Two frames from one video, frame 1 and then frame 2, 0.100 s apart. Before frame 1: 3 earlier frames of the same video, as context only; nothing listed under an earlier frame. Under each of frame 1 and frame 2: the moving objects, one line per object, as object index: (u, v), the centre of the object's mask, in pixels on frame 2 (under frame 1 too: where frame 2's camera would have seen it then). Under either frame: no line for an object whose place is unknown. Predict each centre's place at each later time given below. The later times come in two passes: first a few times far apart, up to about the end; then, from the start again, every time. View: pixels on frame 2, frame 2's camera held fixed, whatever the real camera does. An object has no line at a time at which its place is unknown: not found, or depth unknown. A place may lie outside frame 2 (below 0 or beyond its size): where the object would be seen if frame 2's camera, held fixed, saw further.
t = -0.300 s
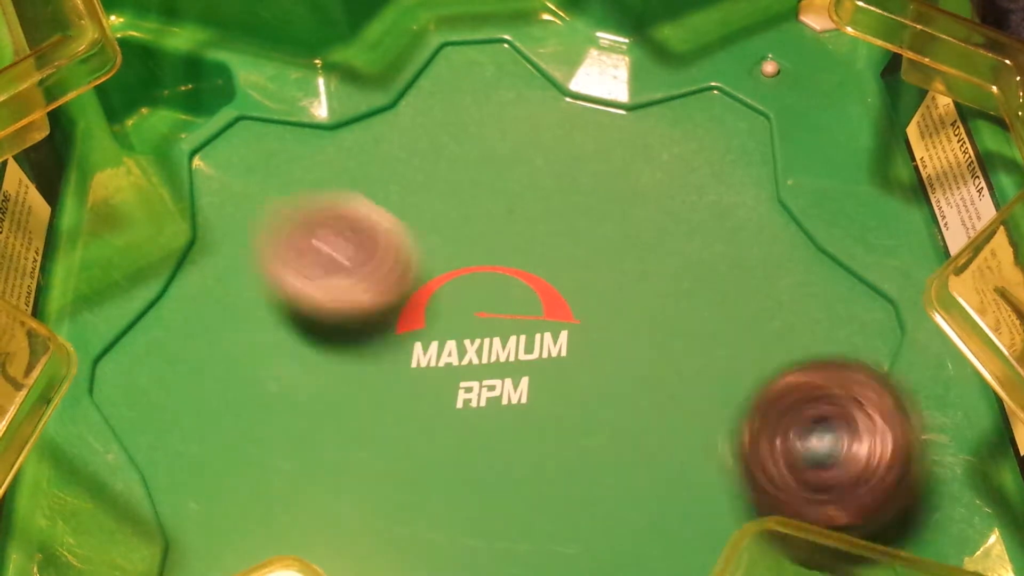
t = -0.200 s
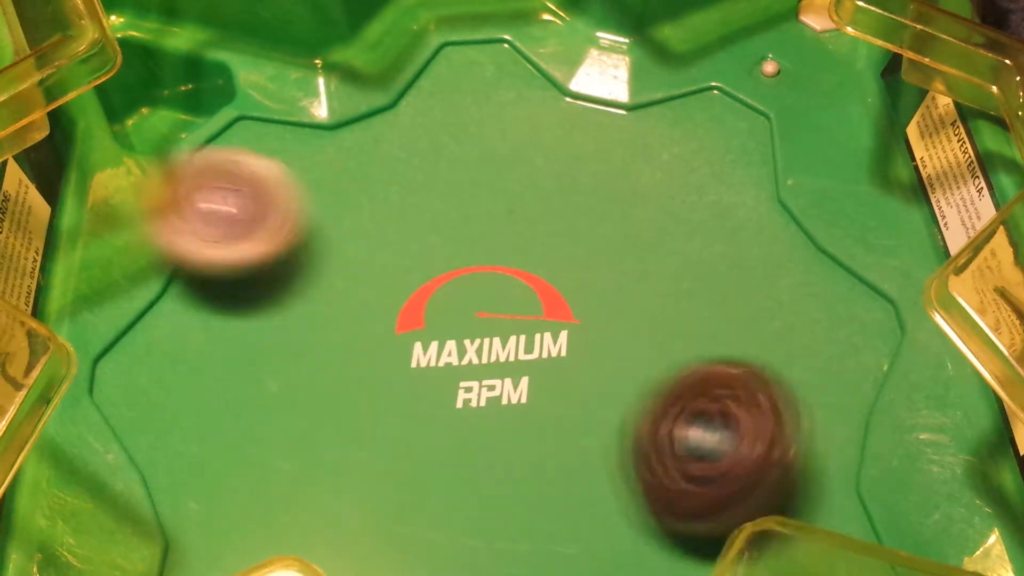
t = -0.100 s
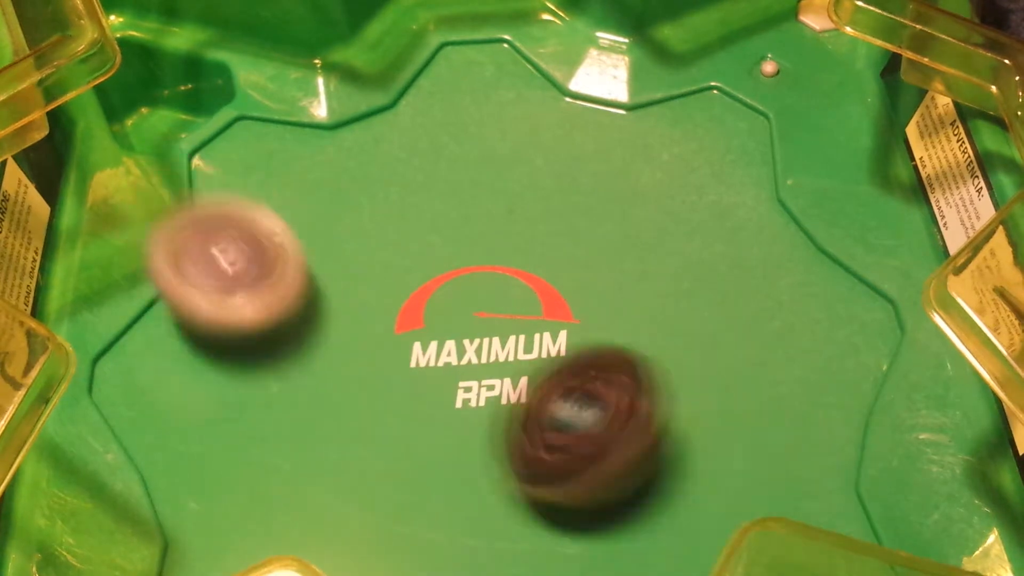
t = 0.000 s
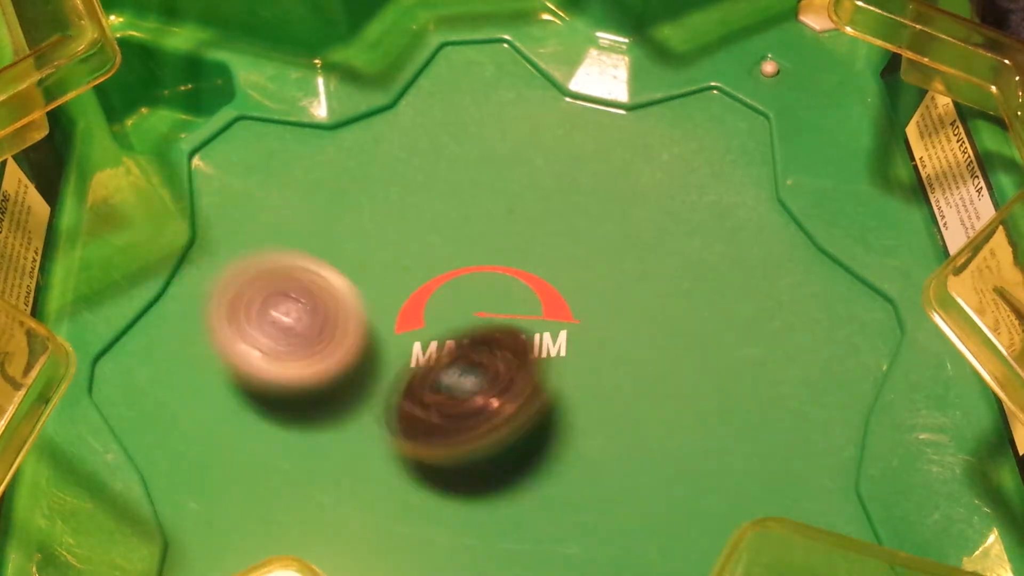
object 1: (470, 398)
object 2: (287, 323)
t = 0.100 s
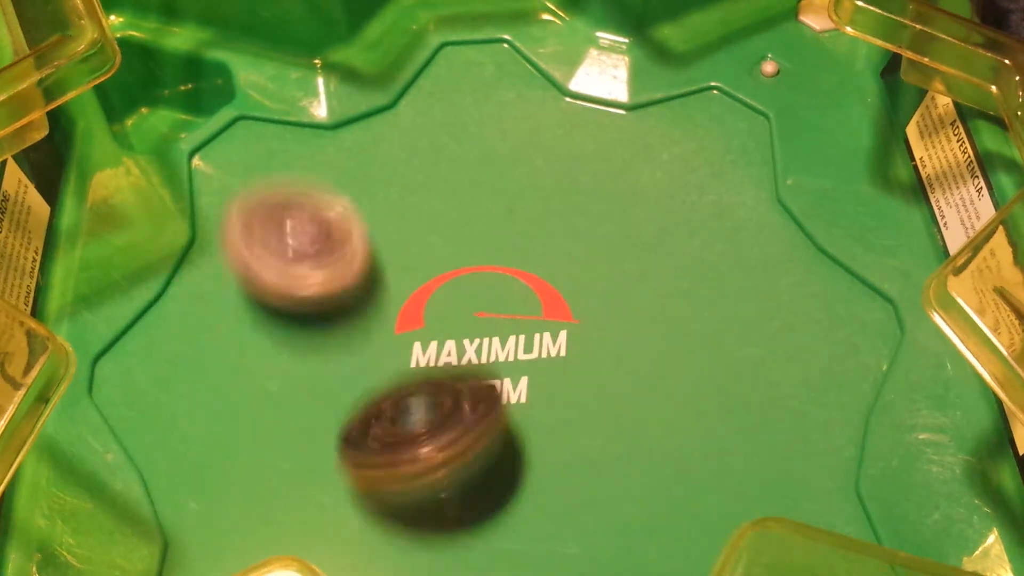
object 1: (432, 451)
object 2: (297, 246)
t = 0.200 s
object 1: (416, 502)
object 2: (283, 145)
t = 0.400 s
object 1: (387, 487)
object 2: (276, 122)
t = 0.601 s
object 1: (393, 391)
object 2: (411, 211)
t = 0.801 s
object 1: (411, 293)
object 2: (610, 221)
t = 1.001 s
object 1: (474, 222)
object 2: (756, 158)
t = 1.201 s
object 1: (565, 211)
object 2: (726, 149)
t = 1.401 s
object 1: (532, 295)
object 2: (806, 228)
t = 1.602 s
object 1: (539, 400)
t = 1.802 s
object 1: (504, 490)
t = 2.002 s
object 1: (399, 500)
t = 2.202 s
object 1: (354, 438)
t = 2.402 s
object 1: (379, 349)
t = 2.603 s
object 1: (445, 278)
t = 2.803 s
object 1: (539, 267)
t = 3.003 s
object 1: (617, 314)
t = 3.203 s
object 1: (636, 395)
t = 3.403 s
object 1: (578, 463)
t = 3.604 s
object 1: (479, 464)
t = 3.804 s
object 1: (417, 398)
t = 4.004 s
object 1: (430, 312)
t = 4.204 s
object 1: (496, 268)
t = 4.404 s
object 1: (577, 287)
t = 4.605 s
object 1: (619, 351)
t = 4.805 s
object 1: (608, 317)
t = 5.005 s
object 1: (526, 300)
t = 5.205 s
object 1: (467, 285)
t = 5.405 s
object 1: (459, 253)
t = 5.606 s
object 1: (514, 221)
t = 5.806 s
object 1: (589, 250)
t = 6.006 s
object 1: (604, 318)
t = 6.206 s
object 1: (560, 372)
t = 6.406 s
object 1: (490, 375)
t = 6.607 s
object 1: (446, 318)
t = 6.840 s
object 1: (478, 267)
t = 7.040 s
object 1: (538, 275)
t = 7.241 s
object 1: (571, 331)
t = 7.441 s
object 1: (546, 387)
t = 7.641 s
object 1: (485, 396)
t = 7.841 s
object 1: (447, 354)
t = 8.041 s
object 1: (471, 303)
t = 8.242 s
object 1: (535, 316)
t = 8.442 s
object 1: (566, 361)
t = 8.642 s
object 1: (542, 407)
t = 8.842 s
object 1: (485, 405)
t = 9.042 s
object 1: (461, 359)
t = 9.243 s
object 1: (494, 320)
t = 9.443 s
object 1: (541, 328)
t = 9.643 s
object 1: (561, 374)
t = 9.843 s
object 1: (527, 408)
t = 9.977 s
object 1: (511, 405)
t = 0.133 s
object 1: (427, 474)
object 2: (292, 205)
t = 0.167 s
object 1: (423, 493)
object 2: (288, 172)
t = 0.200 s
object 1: (416, 502)
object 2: (283, 145)
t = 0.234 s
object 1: (409, 506)
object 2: (277, 116)
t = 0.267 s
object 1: (402, 507)
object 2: (272, 96)
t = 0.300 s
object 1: (396, 506)
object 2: (268, 87)
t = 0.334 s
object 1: (391, 503)
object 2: (265, 95)
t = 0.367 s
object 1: (388, 497)
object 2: (268, 107)
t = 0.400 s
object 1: (387, 487)
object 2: (276, 122)
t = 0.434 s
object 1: (387, 473)
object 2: (289, 138)
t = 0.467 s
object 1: (387, 458)
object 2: (306, 157)
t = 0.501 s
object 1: (388, 442)
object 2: (327, 171)
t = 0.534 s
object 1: (389, 425)
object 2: (352, 187)
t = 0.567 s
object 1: (390, 408)
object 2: (381, 199)
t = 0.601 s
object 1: (393, 391)
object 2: (411, 211)
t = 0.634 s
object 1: (396, 374)
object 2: (445, 219)
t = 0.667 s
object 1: (397, 356)
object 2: (478, 225)
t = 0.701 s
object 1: (399, 339)
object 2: (512, 228)
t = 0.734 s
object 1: (402, 323)
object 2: (545, 228)
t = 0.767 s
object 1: (407, 308)
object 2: (578, 226)
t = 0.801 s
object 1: (411, 293)
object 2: (610, 221)
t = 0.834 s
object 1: (417, 275)
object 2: (639, 213)
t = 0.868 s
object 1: (427, 263)
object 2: (667, 204)
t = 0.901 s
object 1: (437, 252)
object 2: (693, 193)
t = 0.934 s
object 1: (448, 240)
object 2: (716, 182)
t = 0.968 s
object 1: (460, 230)
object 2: (737, 171)
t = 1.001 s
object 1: (474, 222)
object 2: (756, 158)
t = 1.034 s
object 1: (488, 215)
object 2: (773, 147)
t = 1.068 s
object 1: (503, 210)
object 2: (771, 140)
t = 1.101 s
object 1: (518, 208)
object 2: (757, 136)
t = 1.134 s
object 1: (533, 207)
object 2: (745, 136)
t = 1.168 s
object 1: (549, 208)
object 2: (734, 140)
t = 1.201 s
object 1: (565, 211)
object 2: (726, 149)
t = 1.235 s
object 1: (575, 215)
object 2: (723, 158)
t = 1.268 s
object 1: (565, 227)
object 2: (742, 167)
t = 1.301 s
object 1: (553, 242)
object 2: (757, 178)
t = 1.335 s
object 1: (544, 257)
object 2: (773, 192)
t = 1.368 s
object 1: (536, 273)
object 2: (789, 210)
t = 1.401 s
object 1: (532, 295)
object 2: (806, 228)
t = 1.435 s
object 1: (530, 312)
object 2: (821, 248)
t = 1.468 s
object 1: (530, 331)
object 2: (837, 269)
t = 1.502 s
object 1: (533, 348)
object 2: (849, 289)
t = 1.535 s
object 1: (535, 365)
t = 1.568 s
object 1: (538, 383)
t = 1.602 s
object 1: (539, 400)
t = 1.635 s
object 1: (538, 417)
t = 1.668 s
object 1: (535, 435)
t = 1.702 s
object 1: (530, 450)
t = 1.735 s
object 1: (524, 465)
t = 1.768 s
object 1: (515, 479)
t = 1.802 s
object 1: (504, 490)
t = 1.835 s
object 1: (491, 497)
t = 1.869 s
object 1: (473, 501)
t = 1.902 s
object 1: (451, 504)
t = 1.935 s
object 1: (430, 504)
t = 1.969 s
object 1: (414, 503)
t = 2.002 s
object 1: (399, 500)
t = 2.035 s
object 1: (387, 496)
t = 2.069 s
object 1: (377, 490)
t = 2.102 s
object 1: (368, 479)
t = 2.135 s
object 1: (361, 466)
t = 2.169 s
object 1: (357, 453)
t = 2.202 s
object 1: (354, 438)
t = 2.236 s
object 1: (354, 423)
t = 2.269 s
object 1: (356, 408)
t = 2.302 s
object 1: (360, 393)
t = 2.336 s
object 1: (365, 378)
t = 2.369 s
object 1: (372, 363)
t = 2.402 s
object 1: (379, 349)
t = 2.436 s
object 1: (388, 337)
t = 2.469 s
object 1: (398, 324)
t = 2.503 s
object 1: (409, 313)
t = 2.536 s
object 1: (420, 303)
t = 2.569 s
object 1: (432, 293)
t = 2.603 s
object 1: (445, 278)
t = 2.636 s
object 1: (460, 272)
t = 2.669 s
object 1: (475, 268)
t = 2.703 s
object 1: (491, 267)
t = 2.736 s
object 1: (507, 265)
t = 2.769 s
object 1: (523, 265)
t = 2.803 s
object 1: (539, 267)
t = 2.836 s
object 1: (554, 271)
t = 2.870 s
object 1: (569, 277)
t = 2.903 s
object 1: (582, 284)
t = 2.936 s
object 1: (595, 293)
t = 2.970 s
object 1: (607, 303)
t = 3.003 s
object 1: (617, 314)
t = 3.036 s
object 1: (625, 326)
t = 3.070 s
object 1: (632, 339)
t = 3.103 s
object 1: (637, 352)
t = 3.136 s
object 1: (639, 367)
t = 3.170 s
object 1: (639, 381)
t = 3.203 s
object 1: (636, 395)
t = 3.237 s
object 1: (632, 409)
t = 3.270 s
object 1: (625, 423)
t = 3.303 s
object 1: (616, 435)
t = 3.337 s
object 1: (605, 446)
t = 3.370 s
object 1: (592, 455)
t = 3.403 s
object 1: (578, 463)
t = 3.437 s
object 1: (562, 469)
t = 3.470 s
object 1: (545, 472)
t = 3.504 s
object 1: (528, 474)
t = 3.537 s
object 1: (511, 473)
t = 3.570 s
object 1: (495, 470)
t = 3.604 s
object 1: (479, 464)
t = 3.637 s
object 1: (464, 456)
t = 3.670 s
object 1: (451, 447)
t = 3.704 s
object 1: (440, 437)
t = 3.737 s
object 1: (430, 425)
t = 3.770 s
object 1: (423, 412)
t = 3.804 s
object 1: (417, 398)
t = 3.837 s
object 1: (415, 384)
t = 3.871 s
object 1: (414, 370)
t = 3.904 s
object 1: (415, 356)
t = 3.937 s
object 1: (418, 342)
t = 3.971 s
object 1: (423, 322)
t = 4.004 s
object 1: (430, 312)
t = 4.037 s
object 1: (438, 306)
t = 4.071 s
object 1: (447, 297)
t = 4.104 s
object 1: (458, 288)
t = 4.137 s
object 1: (470, 275)
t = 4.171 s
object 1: (483, 270)
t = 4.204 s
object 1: (496, 268)
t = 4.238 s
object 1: (510, 267)
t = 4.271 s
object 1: (525, 267)
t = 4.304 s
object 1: (539, 269)
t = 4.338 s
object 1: (552, 273)
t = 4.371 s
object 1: (565, 279)
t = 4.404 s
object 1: (577, 287)
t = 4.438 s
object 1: (588, 295)
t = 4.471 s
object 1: (597, 305)
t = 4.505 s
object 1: (606, 315)
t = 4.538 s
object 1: (613, 327)
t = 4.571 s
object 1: (617, 339)
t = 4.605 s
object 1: (619, 351)
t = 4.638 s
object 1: (619, 359)
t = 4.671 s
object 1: (619, 366)
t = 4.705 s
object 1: (620, 358)
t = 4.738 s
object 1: (619, 342)
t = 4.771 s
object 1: (615, 327)
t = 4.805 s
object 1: (608, 317)
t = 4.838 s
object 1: (599, 311)
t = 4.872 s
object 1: (587, 308)
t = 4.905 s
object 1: (574, 309)
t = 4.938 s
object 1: (560, 310)
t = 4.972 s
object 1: (540, 298)
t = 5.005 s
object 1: (526, 300)
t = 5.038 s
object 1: (513, 303)
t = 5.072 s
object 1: (501, 303)
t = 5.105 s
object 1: (490, 301)
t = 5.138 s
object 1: (481, 296)
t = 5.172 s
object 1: (473, 291)
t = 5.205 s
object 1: (467, 285)
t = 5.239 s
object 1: (462, 278)
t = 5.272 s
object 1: (458, 272)
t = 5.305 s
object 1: (457, 266)
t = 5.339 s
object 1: (456, 263)
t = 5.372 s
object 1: (457, 259)
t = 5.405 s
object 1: (459, 253)
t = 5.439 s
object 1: (463, 247)
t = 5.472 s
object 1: (469, 240)
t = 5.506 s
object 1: (476, 235)
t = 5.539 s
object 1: (484, 229)
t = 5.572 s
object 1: (494, 223)
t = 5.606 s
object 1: (514, 221)
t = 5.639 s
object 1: (534, 222)
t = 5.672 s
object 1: (550, 225)
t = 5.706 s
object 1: (562, 229)
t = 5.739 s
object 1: (572, 234)
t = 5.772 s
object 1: (581, 242)
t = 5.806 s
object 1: (589, 250)
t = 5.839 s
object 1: (596, 260)
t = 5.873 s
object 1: (601, 270)
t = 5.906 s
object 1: (604, 280)
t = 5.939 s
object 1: (606, 293)
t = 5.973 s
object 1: (606, 306)
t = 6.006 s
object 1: (604, 318)
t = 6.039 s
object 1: (601, 329)
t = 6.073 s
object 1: (595, 339)
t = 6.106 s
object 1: (588, 349)
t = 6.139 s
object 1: (580, 358)
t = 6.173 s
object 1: (570, 366)
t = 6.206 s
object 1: (560, 372)
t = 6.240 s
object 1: (549, 376)
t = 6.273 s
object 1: (537, 380)
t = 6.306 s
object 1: (525, 380)
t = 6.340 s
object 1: (513, 380)
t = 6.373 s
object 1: (501, 378)
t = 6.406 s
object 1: (490, 375)
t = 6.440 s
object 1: (480, 370)
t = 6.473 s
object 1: (471, 363)
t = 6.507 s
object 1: (462, 356)
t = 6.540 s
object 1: (456, 347)
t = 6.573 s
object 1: (449, 327)
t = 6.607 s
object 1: (446, 318)
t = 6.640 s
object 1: (446, 309)
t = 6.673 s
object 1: (447, 301)
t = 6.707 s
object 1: (451, 293)
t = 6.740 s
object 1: (455, 282)
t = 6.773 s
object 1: (463, 276)
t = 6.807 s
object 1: (469, 269)
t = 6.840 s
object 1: (478, 267)
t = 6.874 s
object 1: (488, 264)
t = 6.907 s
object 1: (498, 264)
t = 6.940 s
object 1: (509, 265)
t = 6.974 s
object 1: (518, 266)
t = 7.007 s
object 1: (528, 270)
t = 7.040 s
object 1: (538, 275)
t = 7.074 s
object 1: (547, 286)
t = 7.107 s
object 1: (555, 293)
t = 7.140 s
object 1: (561, 302)
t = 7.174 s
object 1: (566, 312)
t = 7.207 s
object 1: (570, 322)
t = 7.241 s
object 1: (571, 331)
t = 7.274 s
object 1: (571, 341)
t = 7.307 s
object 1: (569, 352)
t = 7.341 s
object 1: (565, 362)
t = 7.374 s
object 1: (560, 371)
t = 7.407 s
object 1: (554, 379)
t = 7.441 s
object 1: (546, 387)
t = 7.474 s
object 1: (537, 392)
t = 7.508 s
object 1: (527, 396)
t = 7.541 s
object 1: (517, 398)
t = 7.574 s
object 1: (506, 399)
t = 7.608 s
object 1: (494, 398)
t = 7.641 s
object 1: (485, 396)
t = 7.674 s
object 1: (475, 393)
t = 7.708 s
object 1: (467, 387)
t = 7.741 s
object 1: (460, 380)
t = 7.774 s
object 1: (453, 372)
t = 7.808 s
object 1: (449, 363)
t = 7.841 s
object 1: (447, 354)
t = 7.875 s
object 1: (449, 346)
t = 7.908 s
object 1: (448, 327)
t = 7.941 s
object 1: (452, 322)
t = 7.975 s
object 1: (456, 316)
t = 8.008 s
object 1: (464, 310)
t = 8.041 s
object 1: (471, 303)
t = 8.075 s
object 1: (481, 298)
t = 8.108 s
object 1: (494, 297)
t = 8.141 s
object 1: (507, 304)
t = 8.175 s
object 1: (518, 308)
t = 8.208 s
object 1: (529, 312)
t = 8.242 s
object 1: (535, 316)
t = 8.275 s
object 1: (543, 321)
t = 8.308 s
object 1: (551, 328)
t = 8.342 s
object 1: (557, 333)
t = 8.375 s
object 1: (561, 342)
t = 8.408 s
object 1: (564, 351)
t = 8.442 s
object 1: (566, 361)
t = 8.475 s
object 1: (566, 369)
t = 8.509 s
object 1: (564, 378)
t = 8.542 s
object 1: (560, 388)
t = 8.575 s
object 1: (556, 396)
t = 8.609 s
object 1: (550, 402)
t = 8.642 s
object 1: (542, 407)
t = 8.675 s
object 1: (532, 411)
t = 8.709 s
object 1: (523, 414)
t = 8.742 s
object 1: (513, 415)
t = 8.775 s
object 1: (503, 413)
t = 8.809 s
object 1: (494, 410)
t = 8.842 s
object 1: (485, 405)
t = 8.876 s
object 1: (477, 400)
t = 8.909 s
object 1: (470, 393)
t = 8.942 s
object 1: (466, 385)
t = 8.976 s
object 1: (462, 377)
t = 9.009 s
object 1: (461, 367)
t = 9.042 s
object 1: (461, 359)
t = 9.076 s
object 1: (463, 350)
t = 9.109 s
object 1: (466, 342)
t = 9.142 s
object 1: (470, 335)
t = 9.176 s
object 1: (478, 329)
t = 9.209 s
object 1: (485, 324)
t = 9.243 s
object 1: (494, 320)
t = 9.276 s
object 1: (503, 318)
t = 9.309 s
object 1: (512, 319)
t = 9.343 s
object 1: (519, 319)
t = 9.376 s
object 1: (526, 321)
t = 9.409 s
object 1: (534, 324)
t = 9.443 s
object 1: (541, 328)
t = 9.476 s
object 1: (547, 333)
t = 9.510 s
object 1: (553, 340)
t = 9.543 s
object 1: (559, 348)
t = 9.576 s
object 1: (560, 356)
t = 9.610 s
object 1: (561, 365)
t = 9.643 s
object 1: (561, 374)
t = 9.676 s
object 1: (560, 381)
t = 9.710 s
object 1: (555, 389)
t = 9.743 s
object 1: (550, 396)
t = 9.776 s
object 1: (545, 401)
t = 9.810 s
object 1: (537, 405)
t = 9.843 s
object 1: (527, 408)
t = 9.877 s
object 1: (523, 410)
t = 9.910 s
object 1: (521, 410)
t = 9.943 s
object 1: (517, 407)
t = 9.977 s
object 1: (511, 405)
